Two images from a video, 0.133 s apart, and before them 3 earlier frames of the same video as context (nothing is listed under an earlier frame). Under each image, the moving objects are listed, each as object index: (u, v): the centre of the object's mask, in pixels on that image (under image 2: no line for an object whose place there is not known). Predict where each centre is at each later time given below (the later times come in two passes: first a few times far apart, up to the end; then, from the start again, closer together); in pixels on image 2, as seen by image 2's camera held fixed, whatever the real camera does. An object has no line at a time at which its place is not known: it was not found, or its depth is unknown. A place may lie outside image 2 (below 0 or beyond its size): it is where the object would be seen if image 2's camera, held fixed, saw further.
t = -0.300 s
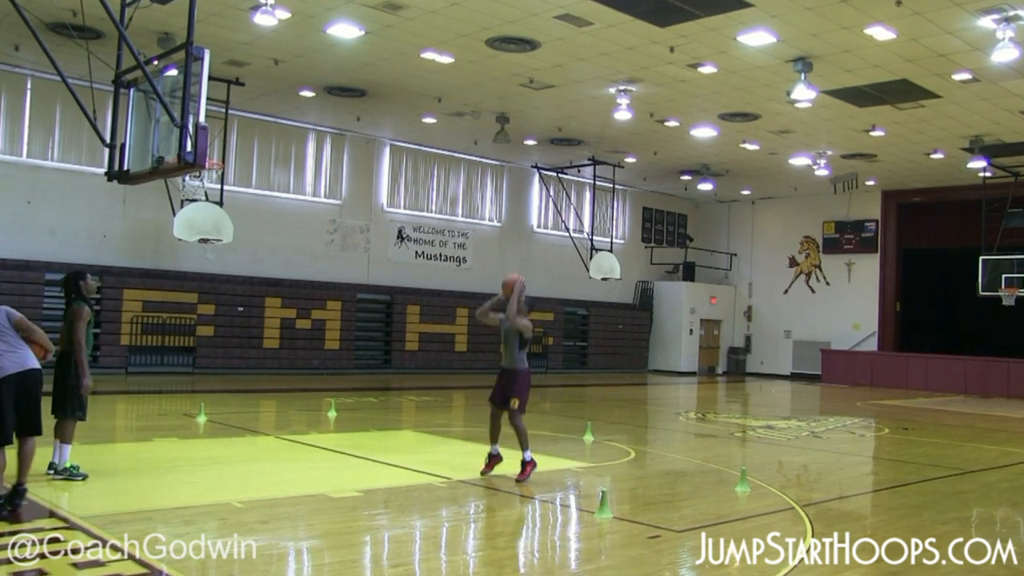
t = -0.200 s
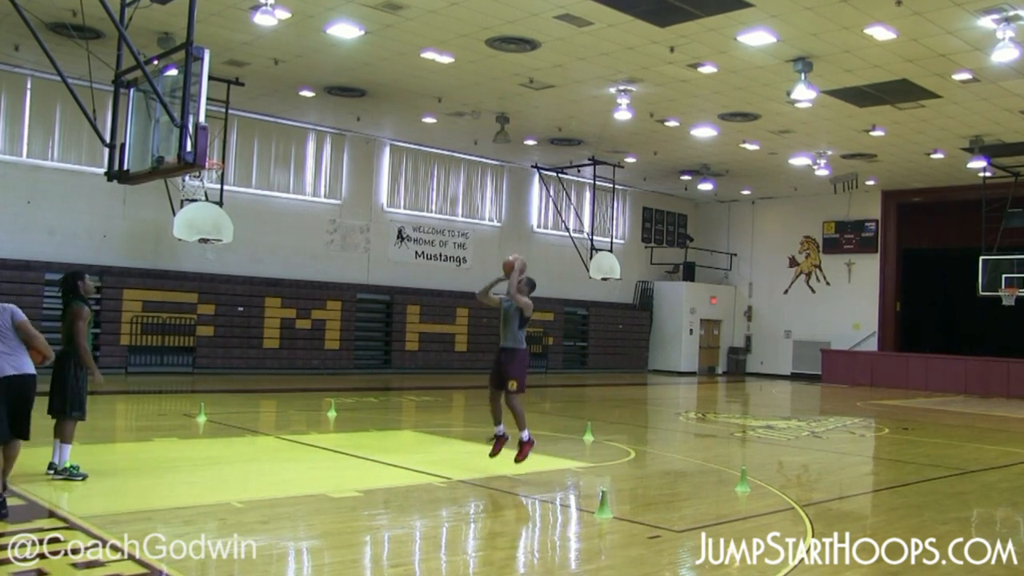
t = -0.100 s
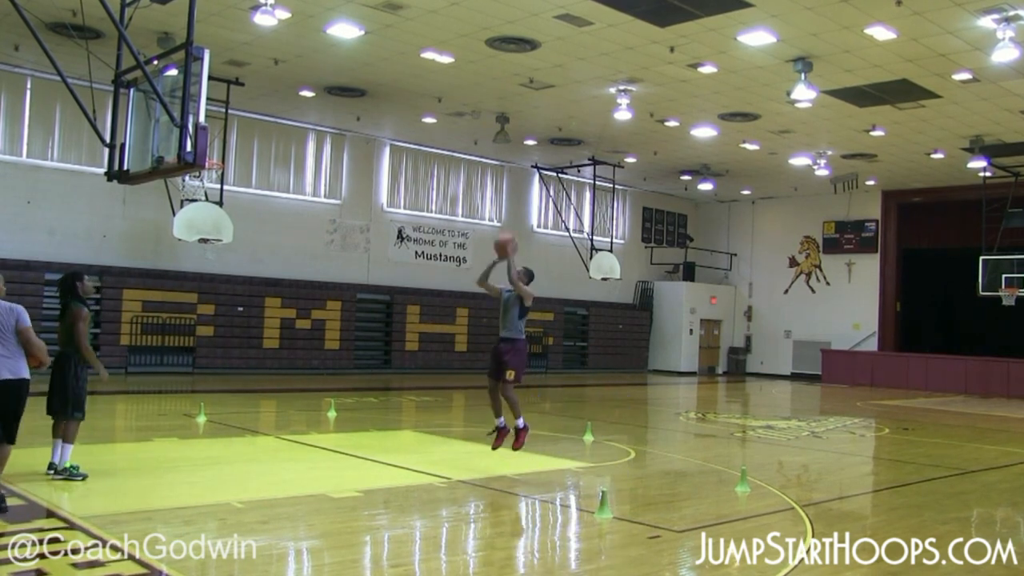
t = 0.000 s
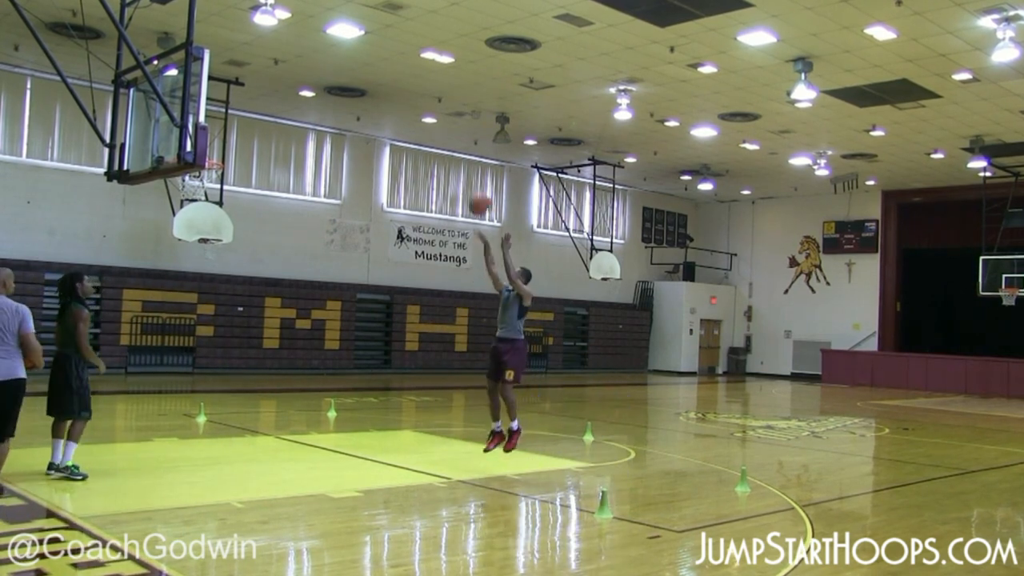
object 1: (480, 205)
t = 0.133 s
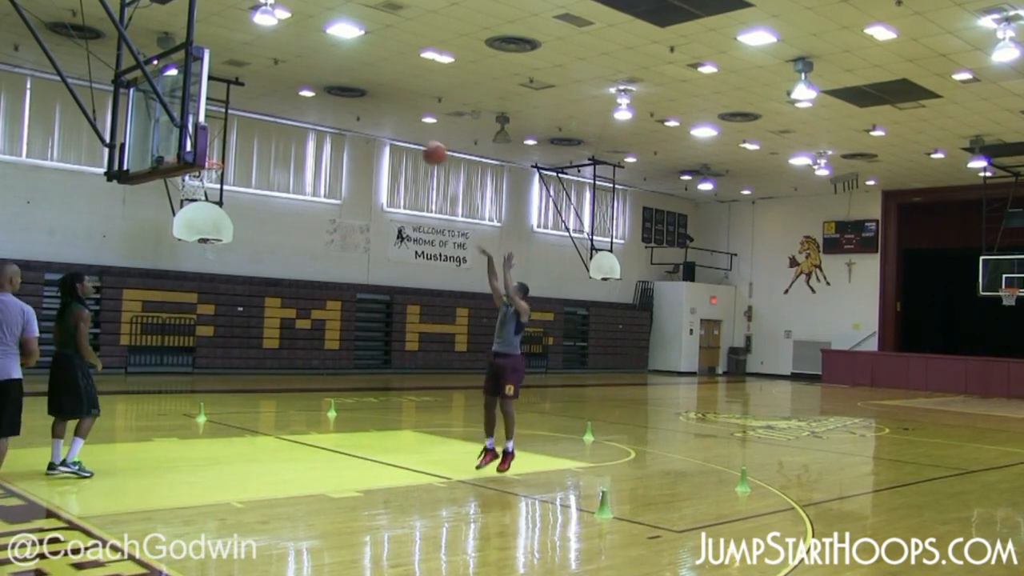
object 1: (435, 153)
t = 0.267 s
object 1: (388, 119)
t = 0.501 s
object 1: (308, 101)
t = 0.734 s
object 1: (224, 133)
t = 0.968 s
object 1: (207, 206)
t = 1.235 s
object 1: (245, 317)
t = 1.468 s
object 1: (275, 447)
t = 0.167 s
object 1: (423, 142)
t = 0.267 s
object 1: (388, 119)
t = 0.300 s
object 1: (377, 114)
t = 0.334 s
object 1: (366, 109)
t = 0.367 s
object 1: (354, 106)
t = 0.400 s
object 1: (343, 103)
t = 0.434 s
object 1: (331, 101)
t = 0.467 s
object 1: (320, 101)
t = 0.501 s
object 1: (308, 101)
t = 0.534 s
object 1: (295, 104)
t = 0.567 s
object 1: (283, 105)
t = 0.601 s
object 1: (272, 108)
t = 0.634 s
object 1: (260, 113)
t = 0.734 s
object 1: (224, 133)
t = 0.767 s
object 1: (214, 142)
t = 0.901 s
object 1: (197, 186)
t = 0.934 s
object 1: (202, 197)
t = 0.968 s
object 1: (207, 206)
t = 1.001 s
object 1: (213, 217)
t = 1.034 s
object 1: (217, 228)
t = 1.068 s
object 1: (222, 241)
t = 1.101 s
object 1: (227, 254)
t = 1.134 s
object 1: (231, 269)
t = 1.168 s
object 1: (237, 284)
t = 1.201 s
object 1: (241, 299)
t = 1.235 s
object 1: (245, 317)
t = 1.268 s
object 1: (249, 335)
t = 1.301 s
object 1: (254, 355)
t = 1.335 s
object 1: (258, 373)
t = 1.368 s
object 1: (262, 395)
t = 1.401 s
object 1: (265, 418)
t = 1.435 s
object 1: (270, 441)
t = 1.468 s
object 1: (275, 447)
